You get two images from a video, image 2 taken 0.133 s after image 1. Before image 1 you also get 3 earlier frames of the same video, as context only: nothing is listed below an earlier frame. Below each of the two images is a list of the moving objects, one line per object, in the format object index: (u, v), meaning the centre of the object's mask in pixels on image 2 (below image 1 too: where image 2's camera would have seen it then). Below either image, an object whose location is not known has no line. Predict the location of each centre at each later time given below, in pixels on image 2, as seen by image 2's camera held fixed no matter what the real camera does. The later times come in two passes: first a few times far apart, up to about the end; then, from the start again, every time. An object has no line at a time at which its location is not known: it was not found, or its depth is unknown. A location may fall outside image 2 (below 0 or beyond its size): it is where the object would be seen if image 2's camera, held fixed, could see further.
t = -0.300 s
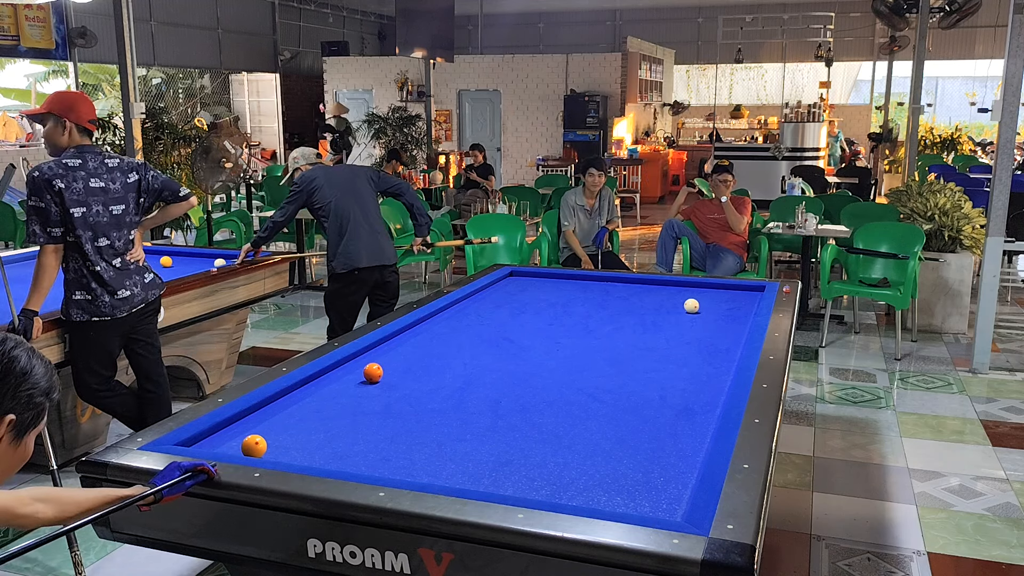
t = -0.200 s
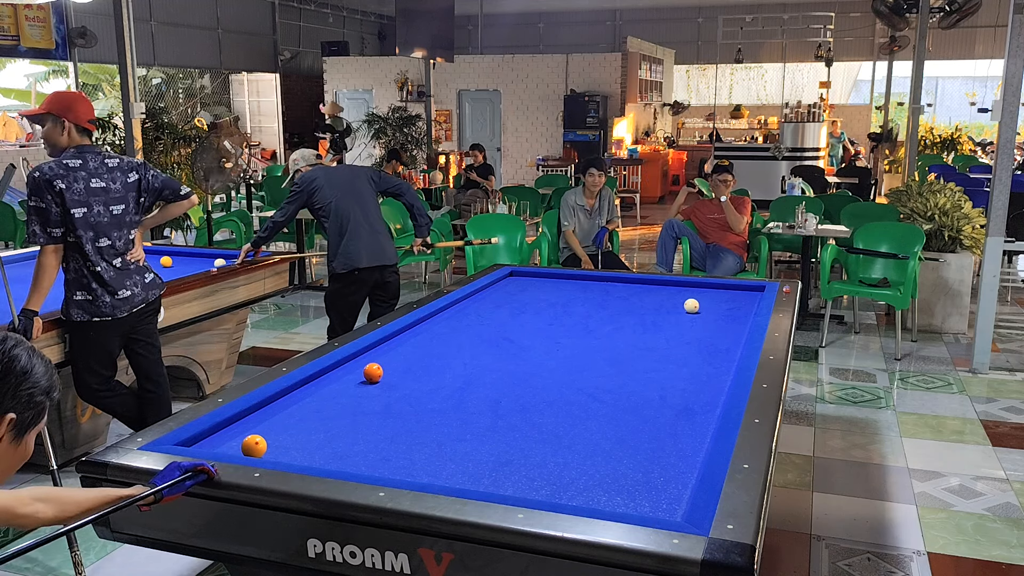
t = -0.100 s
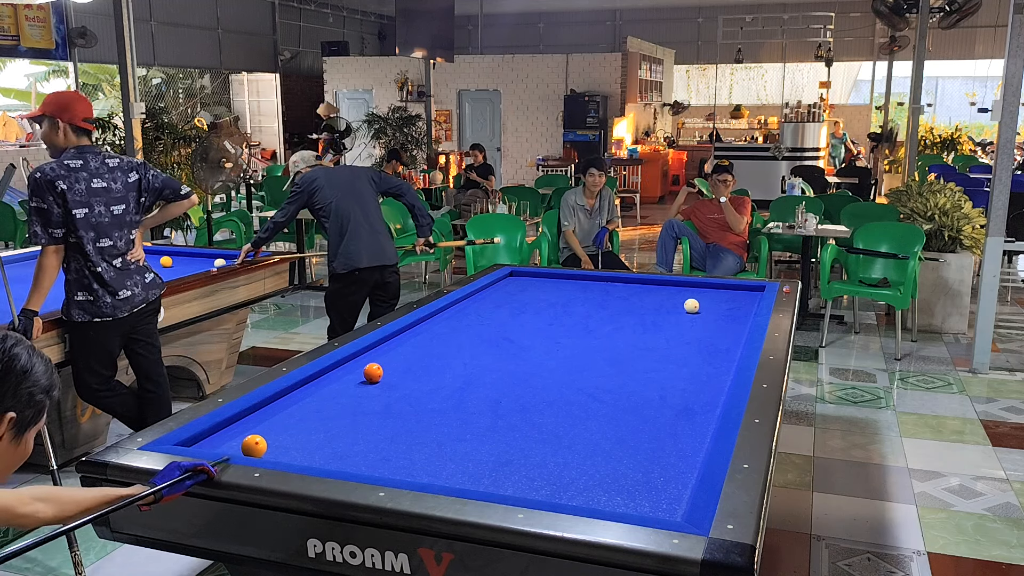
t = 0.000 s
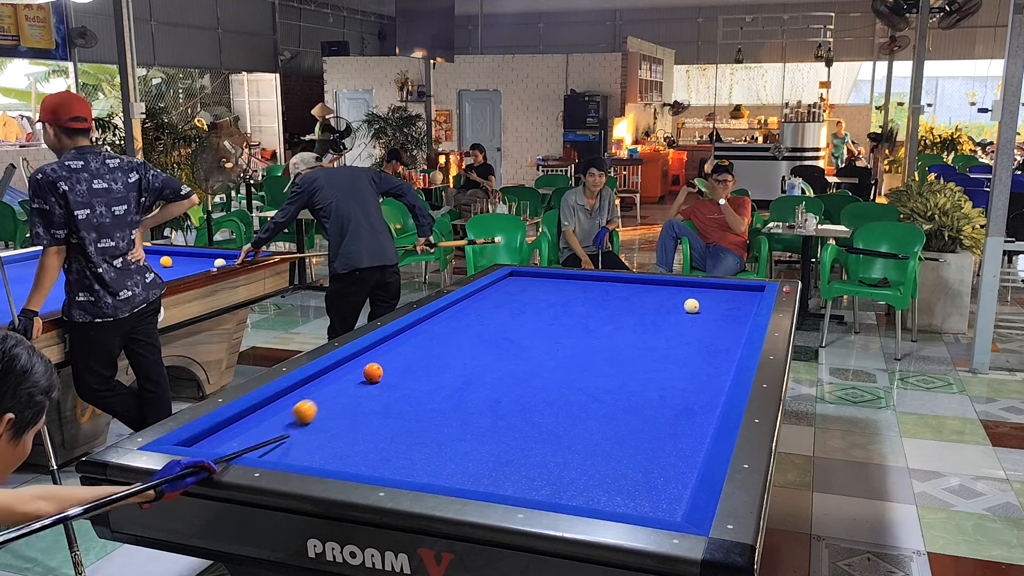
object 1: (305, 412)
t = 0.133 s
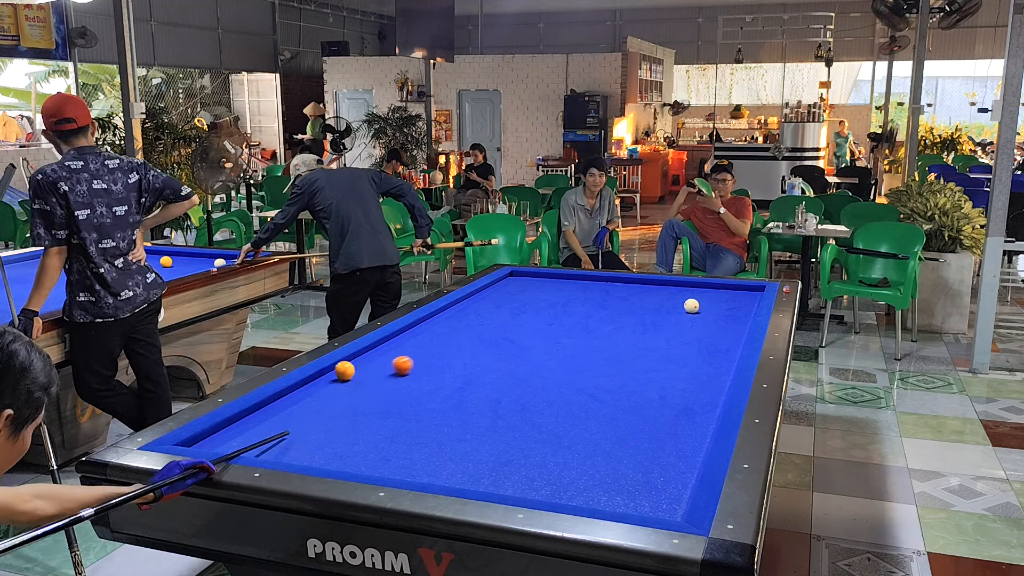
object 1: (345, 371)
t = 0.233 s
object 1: (369, 361)
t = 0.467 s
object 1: (467, 342)
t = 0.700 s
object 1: (548, 325)
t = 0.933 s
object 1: (617, 310)
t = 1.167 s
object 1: (678, 297)
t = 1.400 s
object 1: (732, 287)
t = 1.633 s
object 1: (740, 295)
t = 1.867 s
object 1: (705, 301)
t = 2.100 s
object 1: (675, 302)
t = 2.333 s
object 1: (649, 302)
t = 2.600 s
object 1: (620, 302)
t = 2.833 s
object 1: (594, 302)
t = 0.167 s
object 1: (337, 366)
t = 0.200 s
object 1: (352, 364)
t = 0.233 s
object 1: (369, 361)
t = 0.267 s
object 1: (385, 358)
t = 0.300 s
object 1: (400, 355)
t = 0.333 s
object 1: (415, 352)
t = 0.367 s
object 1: (428, 350)
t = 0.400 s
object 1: (442, 347)
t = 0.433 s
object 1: (455, 344)
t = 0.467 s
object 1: (467, 342)
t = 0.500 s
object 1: (479, 339)
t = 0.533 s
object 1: (492, 337)
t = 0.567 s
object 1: (503, 334)
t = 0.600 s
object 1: (515, 332)
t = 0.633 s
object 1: (526, 329)
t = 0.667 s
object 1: (537, 327)
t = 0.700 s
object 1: (548, 325)
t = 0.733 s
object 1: (558, 323)
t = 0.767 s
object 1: (569, 321)
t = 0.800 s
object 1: (579, 318)
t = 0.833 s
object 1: (589, 316)
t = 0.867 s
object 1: (598, 314)
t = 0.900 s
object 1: (608, 312)
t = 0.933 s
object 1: (617, 310)
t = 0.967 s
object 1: (626, 308)
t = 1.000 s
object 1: (635, 306)
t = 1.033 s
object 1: (645, 305)
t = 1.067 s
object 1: (653, 303)
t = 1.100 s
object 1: (661, 301)
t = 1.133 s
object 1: (670, 299)
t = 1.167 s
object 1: (678, 297)
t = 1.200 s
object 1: (686, 295)
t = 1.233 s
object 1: (694, 294)
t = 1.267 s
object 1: (702, 293)
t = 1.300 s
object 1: (709, 291)
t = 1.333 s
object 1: (717, 290)
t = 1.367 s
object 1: (724, 288)
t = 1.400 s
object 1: (732, 287)
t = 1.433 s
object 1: (739, 286)
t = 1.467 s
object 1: (745, 288)
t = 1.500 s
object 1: (752, 290)
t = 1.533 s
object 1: (758, 292)
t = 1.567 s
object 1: (752, 293)
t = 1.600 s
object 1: (746, 294)
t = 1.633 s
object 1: (740, 295)
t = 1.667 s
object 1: (734, 296)
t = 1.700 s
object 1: (729, 297)
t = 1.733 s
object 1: (724, 298)
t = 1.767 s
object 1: (719, 299)
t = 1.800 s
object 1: (715, 299)
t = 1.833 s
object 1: (710, 300)
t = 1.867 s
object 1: (705, 301)
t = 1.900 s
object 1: (702, 302)
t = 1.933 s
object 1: (698, 301)
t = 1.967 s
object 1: (693, 300)
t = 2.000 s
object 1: (687, 299)
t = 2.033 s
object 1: (682, 300)
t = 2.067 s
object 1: (679, 301)
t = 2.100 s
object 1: (675, 302)
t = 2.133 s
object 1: (672, 302)
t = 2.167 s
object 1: (668, 302)
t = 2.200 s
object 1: (664, 302)
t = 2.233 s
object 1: (660, 302)
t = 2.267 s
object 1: (657, 302)
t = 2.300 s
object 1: (653, 302)
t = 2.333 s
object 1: (649, 302)
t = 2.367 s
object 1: (645, 302)
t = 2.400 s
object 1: (642, 302)
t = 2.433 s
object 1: (638, 302)
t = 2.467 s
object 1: (634, 302)
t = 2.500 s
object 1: (630, 302)
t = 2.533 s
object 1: (627, 302)
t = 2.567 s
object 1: (623, 302)
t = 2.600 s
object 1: (620, 302)
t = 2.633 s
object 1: (616, 302)
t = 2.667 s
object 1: (612, 302)
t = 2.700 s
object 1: (609, 302)
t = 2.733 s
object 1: (605, 302)
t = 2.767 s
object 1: (602, 302)
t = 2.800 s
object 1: (598, 302)
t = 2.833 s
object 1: (594, 302)
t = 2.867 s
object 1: (591, 302)
